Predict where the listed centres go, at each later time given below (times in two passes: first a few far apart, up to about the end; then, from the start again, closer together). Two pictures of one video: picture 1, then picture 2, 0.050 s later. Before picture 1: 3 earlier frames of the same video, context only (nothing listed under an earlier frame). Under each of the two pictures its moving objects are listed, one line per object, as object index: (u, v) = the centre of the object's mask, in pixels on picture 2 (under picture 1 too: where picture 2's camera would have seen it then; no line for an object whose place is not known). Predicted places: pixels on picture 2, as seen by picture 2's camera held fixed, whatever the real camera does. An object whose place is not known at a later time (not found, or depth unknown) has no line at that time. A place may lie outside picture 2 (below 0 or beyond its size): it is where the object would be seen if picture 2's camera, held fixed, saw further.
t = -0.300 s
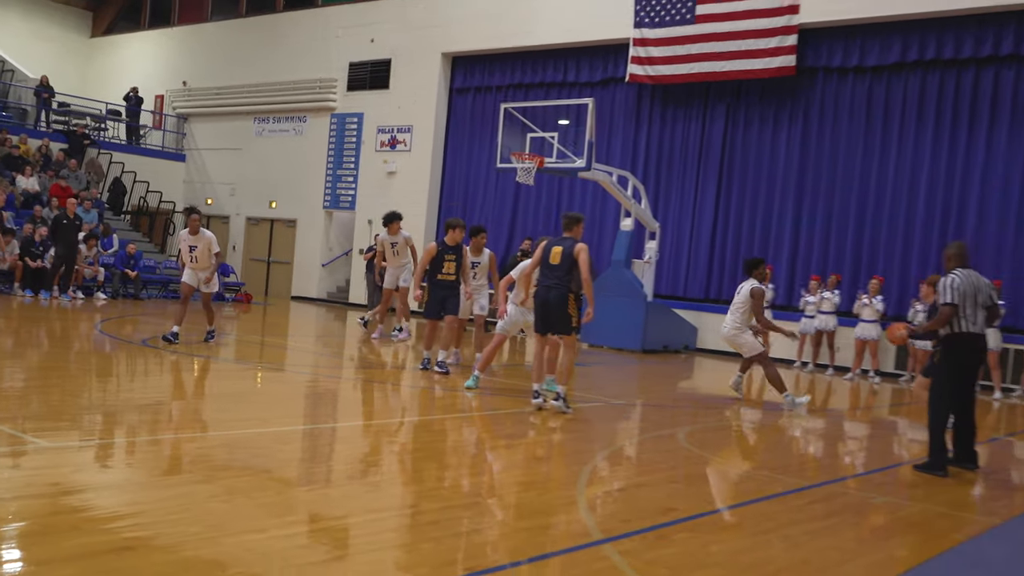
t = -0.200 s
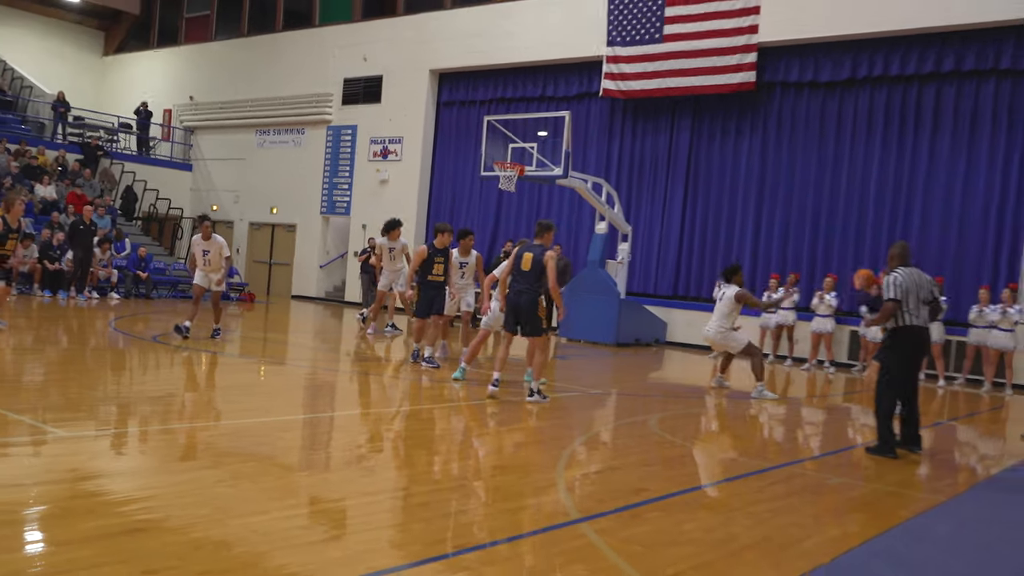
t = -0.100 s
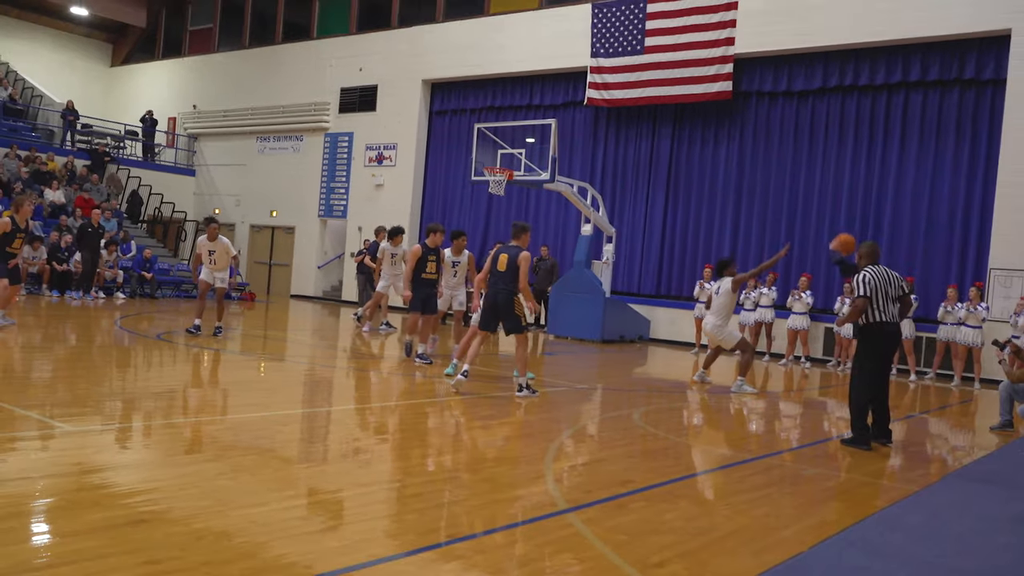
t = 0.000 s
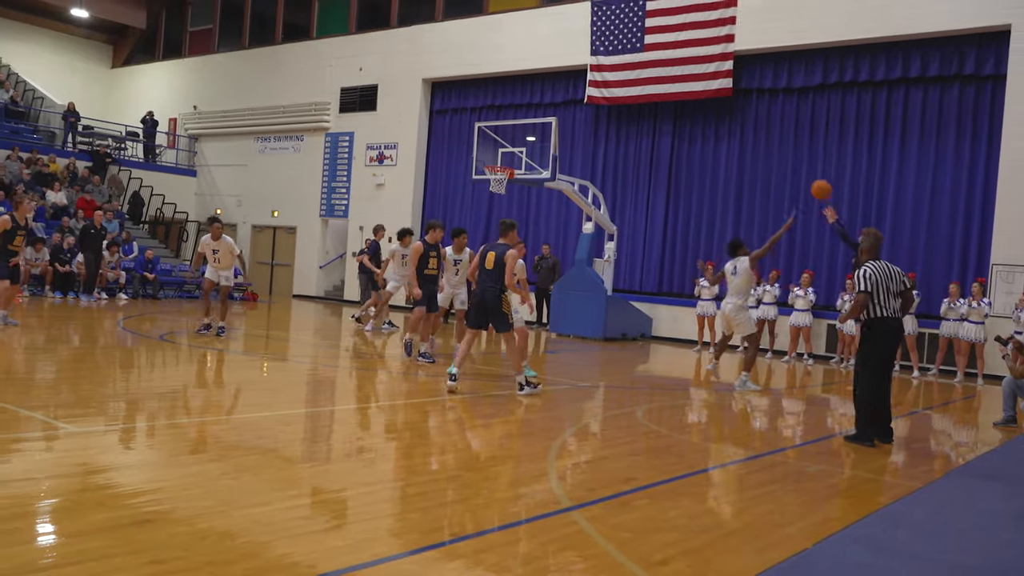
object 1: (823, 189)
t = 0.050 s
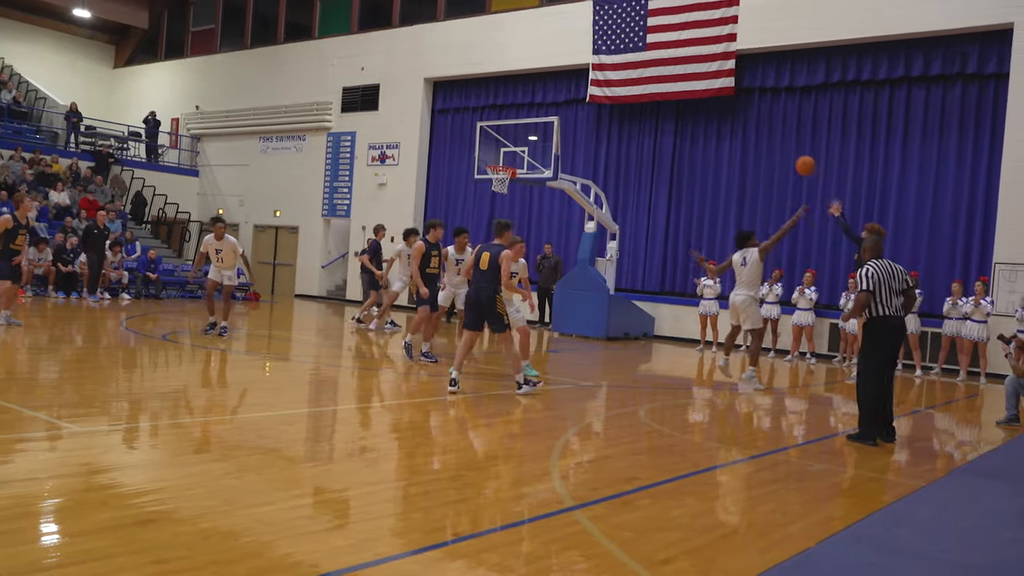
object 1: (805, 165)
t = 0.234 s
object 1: (742, 100)
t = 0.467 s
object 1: (672, 65)
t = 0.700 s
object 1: (612, 67)
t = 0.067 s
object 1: (799, 158)
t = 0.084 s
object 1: (793, 151)
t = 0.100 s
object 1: (787, 145)
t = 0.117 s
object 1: (781, 138)
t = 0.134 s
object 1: (776, 132)
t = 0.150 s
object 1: (770, 126)
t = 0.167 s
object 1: (764, 120)
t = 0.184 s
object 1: (759, 114)
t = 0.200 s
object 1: (753, 109)
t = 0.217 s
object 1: (747, 104)
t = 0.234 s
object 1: (742, 100)
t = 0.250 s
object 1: (737, 96)
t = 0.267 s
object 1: (732, 93)
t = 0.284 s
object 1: (727, 90)
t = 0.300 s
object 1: (721, 87)
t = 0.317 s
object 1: (716, 83)
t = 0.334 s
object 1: (711, 80)
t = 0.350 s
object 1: (706, 78)
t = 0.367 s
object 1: (701, 75)
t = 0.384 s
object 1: (696, 73)
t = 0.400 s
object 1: (692, 71)
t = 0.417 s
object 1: (687, 69)
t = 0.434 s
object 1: (682, 67)
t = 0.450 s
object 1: (677, 65)
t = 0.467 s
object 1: (672, 65)
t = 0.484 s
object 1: (668, 64)
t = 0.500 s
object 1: (663, 63)
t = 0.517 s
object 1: (659, 63)
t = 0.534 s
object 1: (654, 62)
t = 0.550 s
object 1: (650, 61)
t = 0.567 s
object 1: (645, 61)
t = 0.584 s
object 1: (642, 62)
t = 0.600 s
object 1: (638, 61)
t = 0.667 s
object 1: (620, 65)
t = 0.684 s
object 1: (615, 66)
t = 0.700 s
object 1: (612, 67)
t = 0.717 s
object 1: (607, 68)
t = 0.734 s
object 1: (603, 69)
